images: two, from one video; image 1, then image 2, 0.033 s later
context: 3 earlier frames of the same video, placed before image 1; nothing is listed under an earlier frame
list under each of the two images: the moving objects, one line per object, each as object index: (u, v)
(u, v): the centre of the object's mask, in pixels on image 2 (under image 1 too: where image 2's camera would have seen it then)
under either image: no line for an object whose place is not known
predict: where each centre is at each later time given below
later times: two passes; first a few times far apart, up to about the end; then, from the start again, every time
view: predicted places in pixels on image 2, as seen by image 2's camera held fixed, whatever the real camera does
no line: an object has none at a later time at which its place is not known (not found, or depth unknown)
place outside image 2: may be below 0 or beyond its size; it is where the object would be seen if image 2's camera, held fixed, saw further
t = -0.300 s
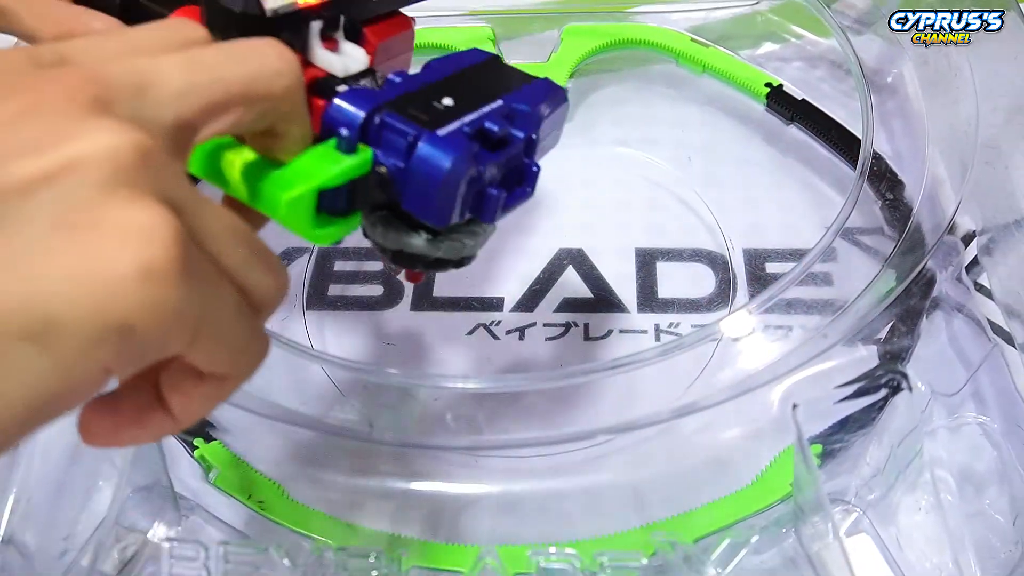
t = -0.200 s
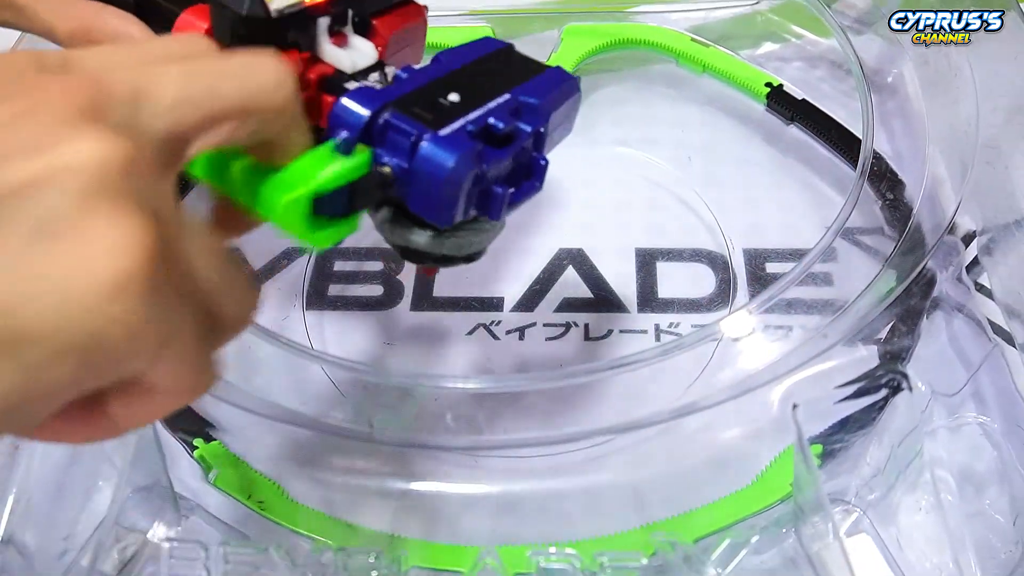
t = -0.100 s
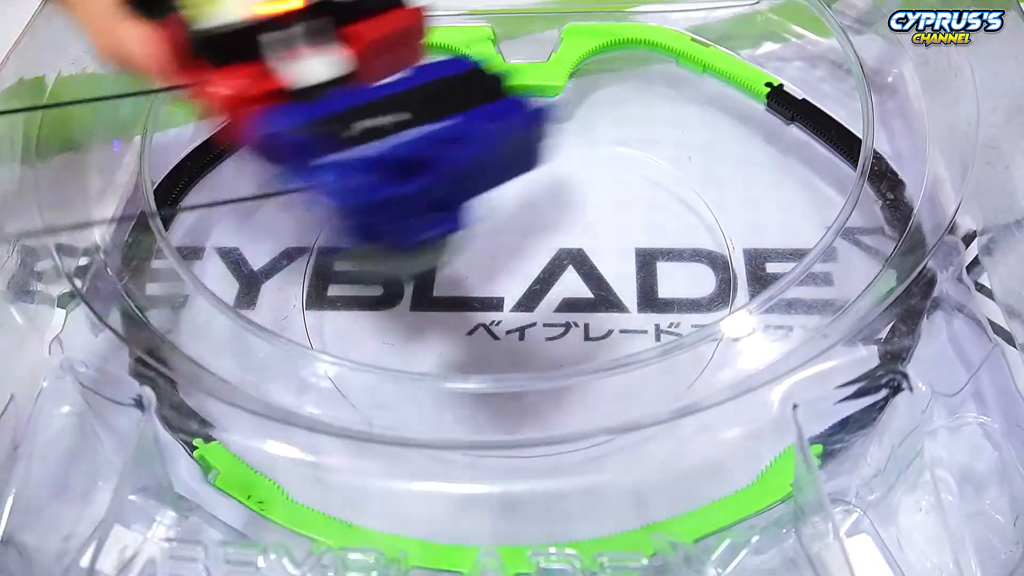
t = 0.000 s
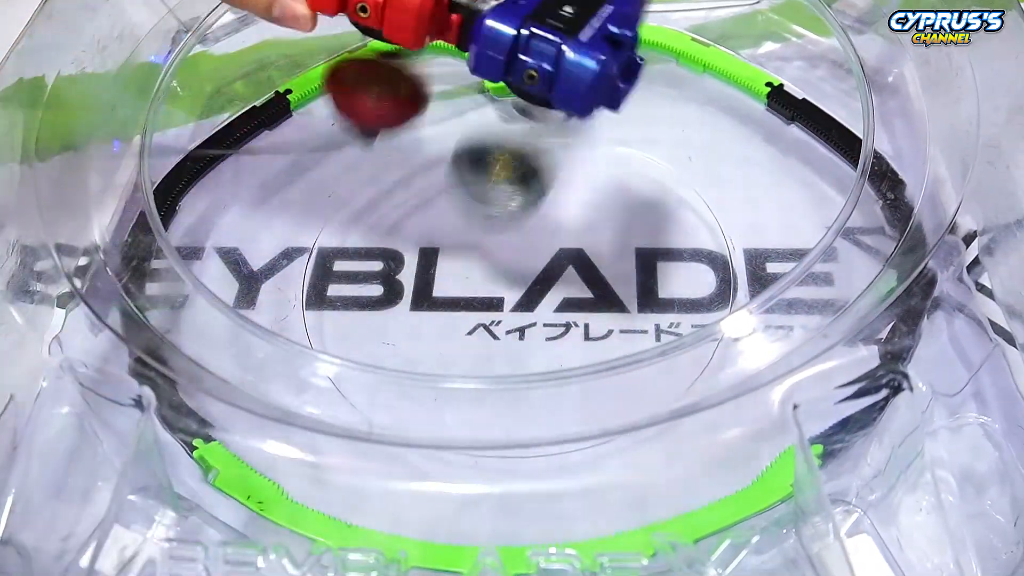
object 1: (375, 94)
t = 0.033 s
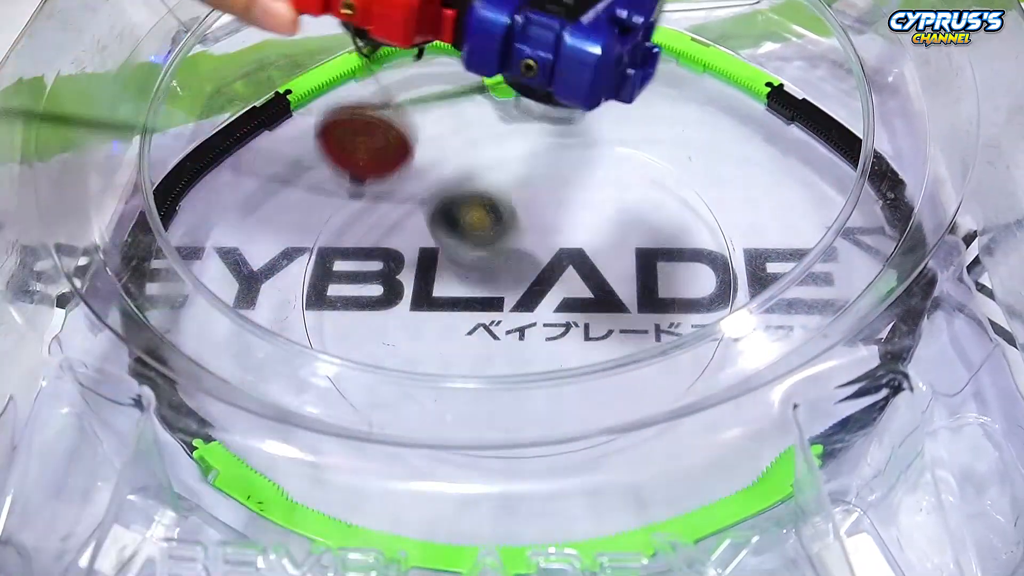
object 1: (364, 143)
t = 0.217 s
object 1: (304, 167)
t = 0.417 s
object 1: (266, 130)
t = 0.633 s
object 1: (308, 199)
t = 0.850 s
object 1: (537, 308)
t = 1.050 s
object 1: (738, 193)
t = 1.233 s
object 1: (712, 74)
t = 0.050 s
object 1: (362, 174)
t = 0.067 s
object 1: (359, 194)
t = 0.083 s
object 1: (356, 180)
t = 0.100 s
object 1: (354, 167)
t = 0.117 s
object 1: (345, 161)
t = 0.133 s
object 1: (337, 160)
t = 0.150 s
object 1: (330, 163)
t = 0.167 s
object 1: (324, 170)
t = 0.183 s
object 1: (319, 179)
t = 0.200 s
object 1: (312, 174)
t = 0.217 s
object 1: (304, 167)
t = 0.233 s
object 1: (298, 163)
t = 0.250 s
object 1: (294, 162)
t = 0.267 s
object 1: (290, 166)
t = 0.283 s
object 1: (286, 166)
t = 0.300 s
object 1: (280, 158)
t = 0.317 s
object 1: (276, 153)
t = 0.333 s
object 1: (274, 152)
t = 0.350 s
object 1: (272, 151)
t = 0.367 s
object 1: (269, 144)
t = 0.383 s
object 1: (268, 140)
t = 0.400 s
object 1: (267, 137)
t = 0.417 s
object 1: (266, 130)
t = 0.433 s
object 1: (265, 126)
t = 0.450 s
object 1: (264, 119)
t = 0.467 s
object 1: (264, 113)
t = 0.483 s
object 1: (263, 106)
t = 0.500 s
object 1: (264, 99)
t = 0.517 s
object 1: (265, 101)
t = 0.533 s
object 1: (269, 113)
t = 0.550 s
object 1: (275, 131)
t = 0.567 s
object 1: (280, 146)
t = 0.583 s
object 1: (286, 158)
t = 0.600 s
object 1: (293, 173)
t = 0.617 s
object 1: (300, 186)
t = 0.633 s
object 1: (308, 199)
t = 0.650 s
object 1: (316, 214)
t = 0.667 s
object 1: (327, 231)
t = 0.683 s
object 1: (339, 245)
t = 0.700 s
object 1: (353, 259)
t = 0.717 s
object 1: (366, 269)
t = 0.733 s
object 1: (384, 279)
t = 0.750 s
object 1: (402, 289)
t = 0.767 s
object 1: (422, 296)
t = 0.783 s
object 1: (442, 302)
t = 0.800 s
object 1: (465, 306)
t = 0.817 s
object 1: (490, 308)
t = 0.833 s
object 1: (512, 309)
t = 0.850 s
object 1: (537, 308)
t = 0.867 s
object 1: (562, 305)
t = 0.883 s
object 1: (580, 300)
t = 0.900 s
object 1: (606, 295)
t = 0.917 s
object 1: (625, 287)
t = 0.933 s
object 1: (646, 280)
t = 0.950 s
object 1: (667, 271)
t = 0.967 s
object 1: (683, 260)
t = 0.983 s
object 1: (699, 247)
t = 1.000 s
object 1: (712, 235)
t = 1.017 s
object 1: (724, 221)
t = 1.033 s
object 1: (735, 208)
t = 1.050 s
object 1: (738, 193)
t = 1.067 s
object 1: (737, 179)
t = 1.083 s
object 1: (735, 170)
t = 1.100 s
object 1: (733, 163)
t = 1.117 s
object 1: (732, 151)
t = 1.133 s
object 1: (729, 139)
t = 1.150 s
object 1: (727, 130)
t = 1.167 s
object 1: (724, 118)
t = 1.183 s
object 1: (721, 107)
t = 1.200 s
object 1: (718, 96)
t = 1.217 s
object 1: (715, 85)
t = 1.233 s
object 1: (712, 74)
